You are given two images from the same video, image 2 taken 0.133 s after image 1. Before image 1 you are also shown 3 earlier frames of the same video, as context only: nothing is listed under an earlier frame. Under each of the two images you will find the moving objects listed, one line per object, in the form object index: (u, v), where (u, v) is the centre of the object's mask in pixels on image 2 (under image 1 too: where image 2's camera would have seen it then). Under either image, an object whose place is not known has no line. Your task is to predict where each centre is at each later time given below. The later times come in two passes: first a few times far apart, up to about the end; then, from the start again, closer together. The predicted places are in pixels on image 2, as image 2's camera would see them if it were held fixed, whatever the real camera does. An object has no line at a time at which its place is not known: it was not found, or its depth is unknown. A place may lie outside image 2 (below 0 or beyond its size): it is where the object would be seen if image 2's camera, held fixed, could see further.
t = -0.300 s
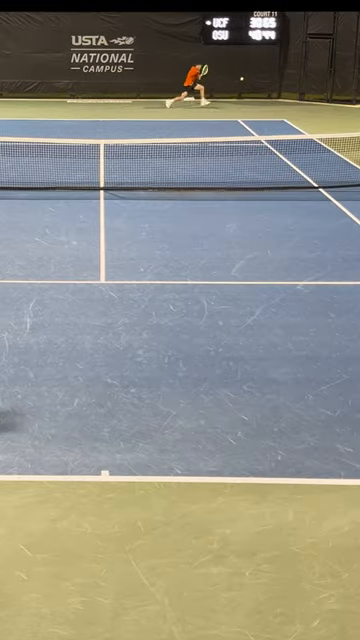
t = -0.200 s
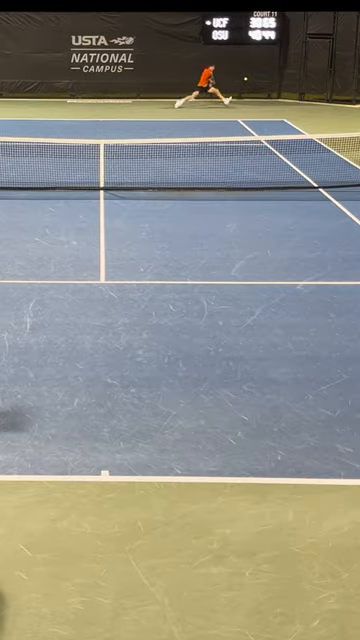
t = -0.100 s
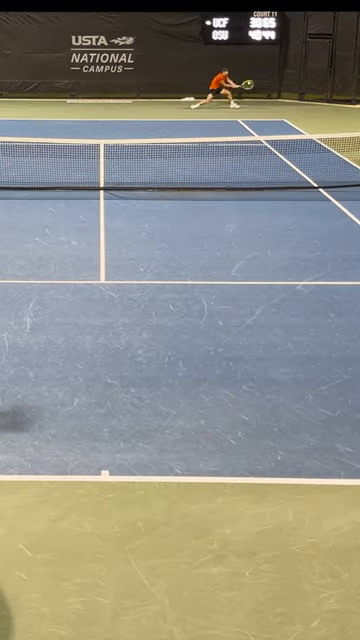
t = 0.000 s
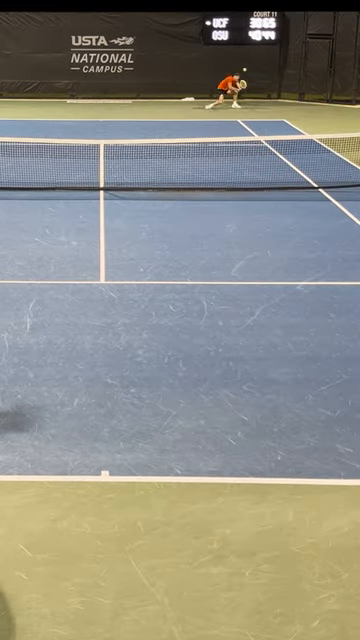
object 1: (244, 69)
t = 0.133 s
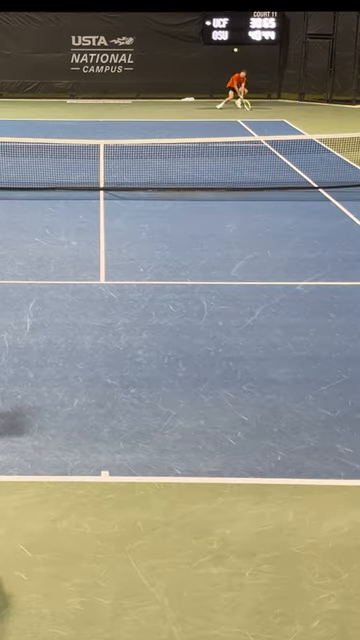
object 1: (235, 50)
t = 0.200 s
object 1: (229, 41)
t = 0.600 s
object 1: (180, 26)
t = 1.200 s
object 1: (-5, 322)
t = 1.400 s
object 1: (-130, 502)
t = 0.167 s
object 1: (233, 46)
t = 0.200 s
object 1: (229, 41)
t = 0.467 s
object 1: (200, 23)
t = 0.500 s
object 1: (195, 22)
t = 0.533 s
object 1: (191, 23)
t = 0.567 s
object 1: (185, 24)
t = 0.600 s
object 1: (180, 26)
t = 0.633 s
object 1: (174, 28)
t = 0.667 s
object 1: (168, 32)
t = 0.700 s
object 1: (162, 36)
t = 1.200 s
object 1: (-5, 322)
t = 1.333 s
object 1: (-90, 517)
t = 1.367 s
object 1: (-109, 509)
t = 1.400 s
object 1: (-130, 502)
